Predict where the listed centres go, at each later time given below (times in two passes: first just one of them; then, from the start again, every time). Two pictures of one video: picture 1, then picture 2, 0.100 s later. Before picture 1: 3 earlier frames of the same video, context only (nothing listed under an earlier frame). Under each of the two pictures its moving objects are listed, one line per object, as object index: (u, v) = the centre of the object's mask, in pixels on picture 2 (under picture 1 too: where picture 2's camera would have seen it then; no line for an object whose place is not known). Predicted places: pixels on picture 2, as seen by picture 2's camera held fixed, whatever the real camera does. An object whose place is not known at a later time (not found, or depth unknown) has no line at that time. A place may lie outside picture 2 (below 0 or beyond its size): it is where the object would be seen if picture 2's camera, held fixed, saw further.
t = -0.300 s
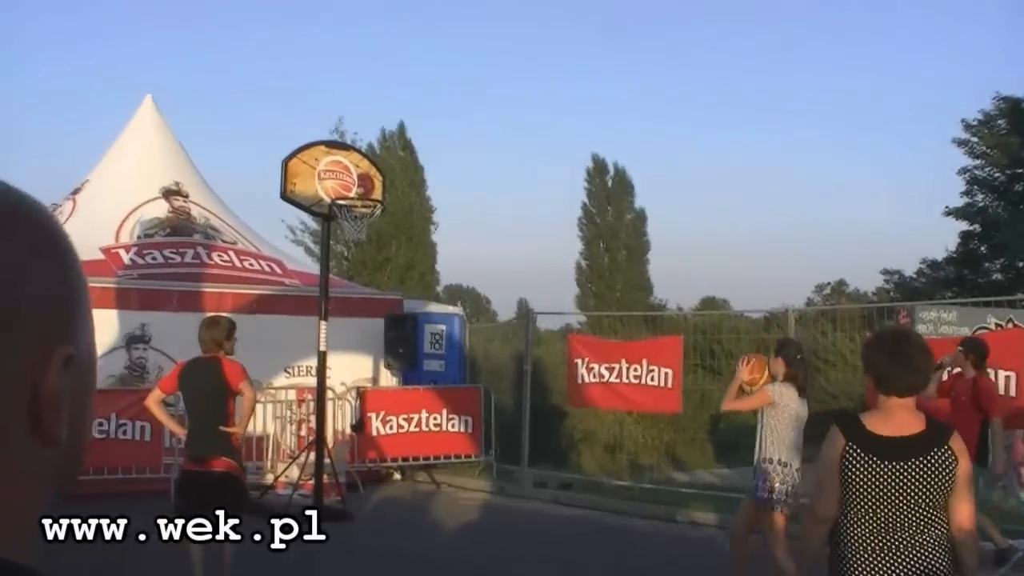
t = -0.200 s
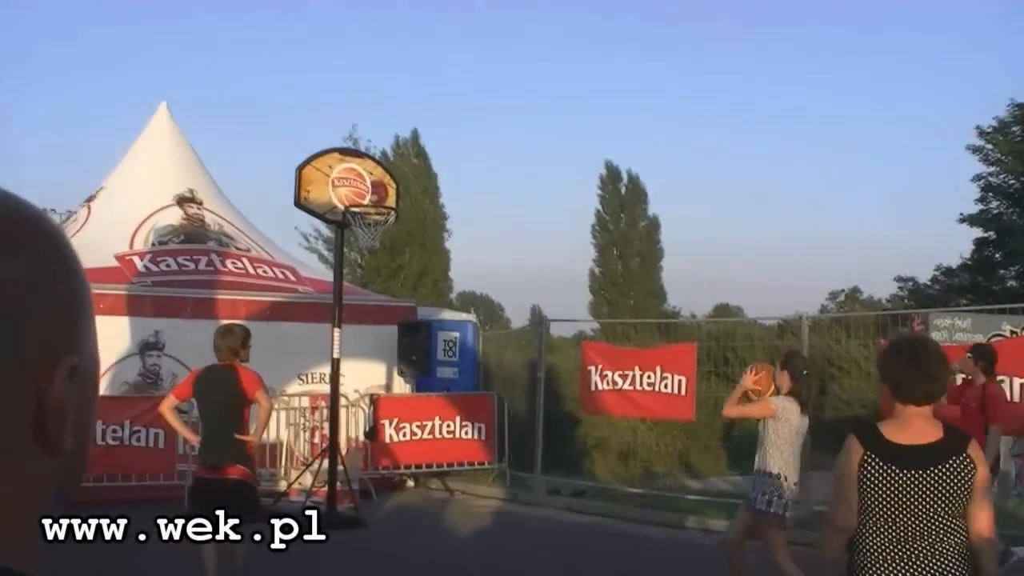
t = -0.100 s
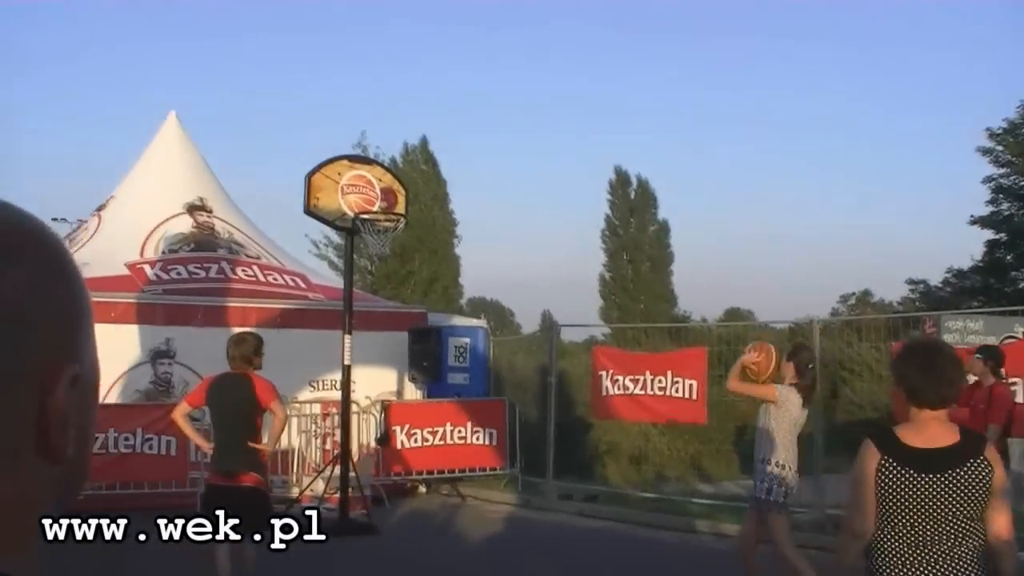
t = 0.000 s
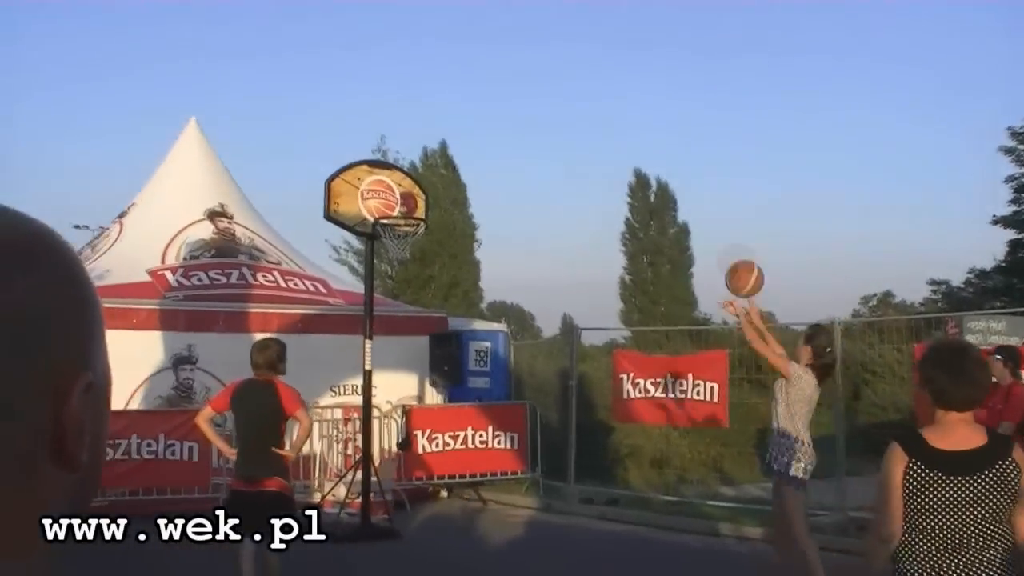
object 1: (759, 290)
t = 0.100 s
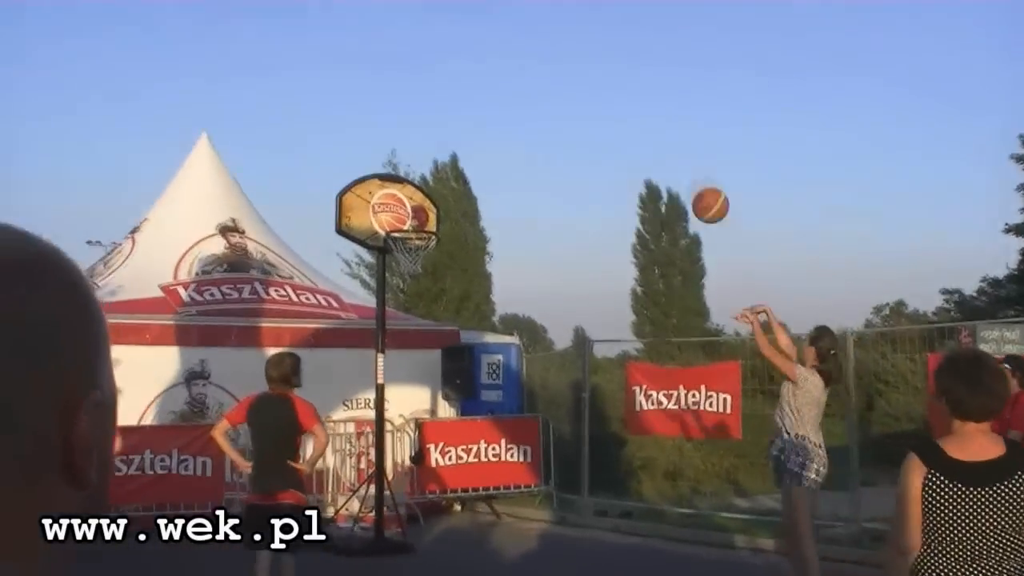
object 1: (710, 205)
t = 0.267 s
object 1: (641, 111)
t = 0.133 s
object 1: (693, 178)
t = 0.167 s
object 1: (681, 160)
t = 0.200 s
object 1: (668, 142)
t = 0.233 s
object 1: (653, 124)
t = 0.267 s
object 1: (641, 111)
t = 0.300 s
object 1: (630, 100)
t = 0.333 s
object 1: (617, 88)
